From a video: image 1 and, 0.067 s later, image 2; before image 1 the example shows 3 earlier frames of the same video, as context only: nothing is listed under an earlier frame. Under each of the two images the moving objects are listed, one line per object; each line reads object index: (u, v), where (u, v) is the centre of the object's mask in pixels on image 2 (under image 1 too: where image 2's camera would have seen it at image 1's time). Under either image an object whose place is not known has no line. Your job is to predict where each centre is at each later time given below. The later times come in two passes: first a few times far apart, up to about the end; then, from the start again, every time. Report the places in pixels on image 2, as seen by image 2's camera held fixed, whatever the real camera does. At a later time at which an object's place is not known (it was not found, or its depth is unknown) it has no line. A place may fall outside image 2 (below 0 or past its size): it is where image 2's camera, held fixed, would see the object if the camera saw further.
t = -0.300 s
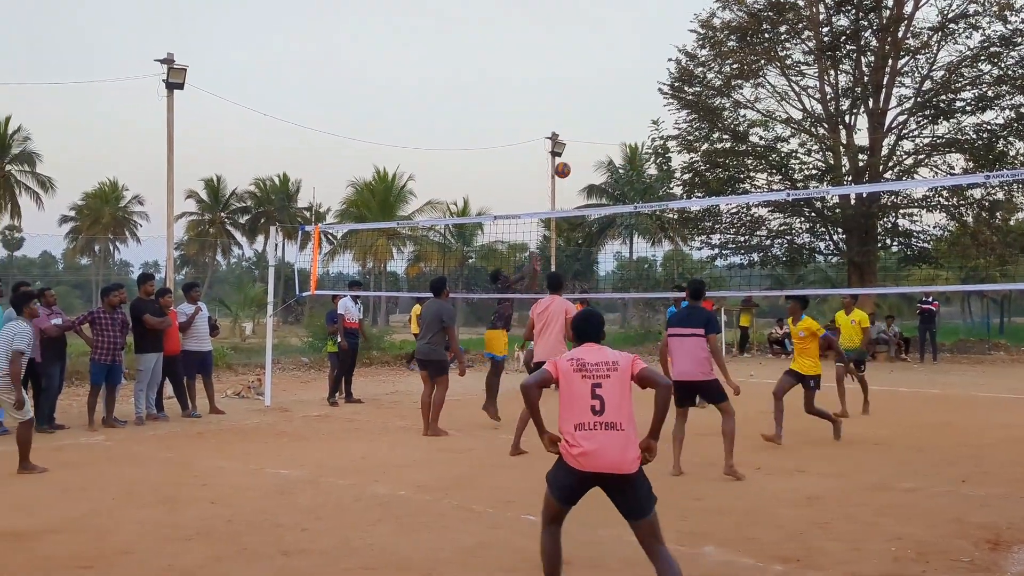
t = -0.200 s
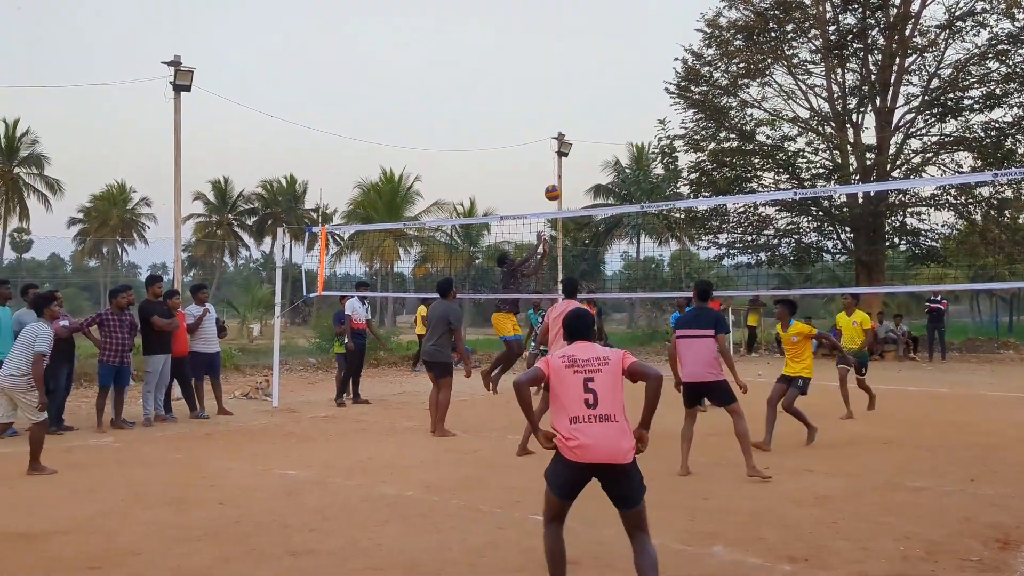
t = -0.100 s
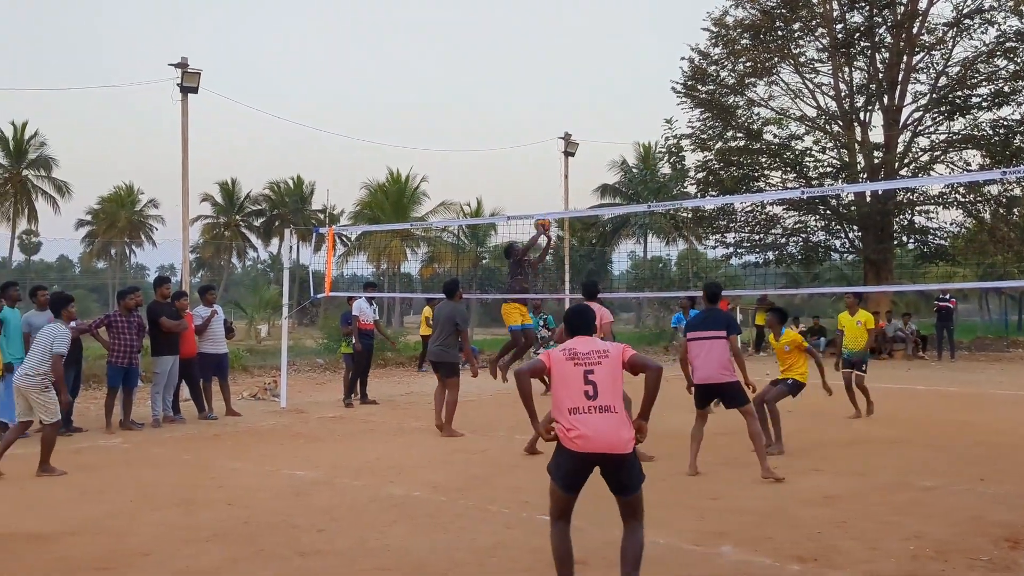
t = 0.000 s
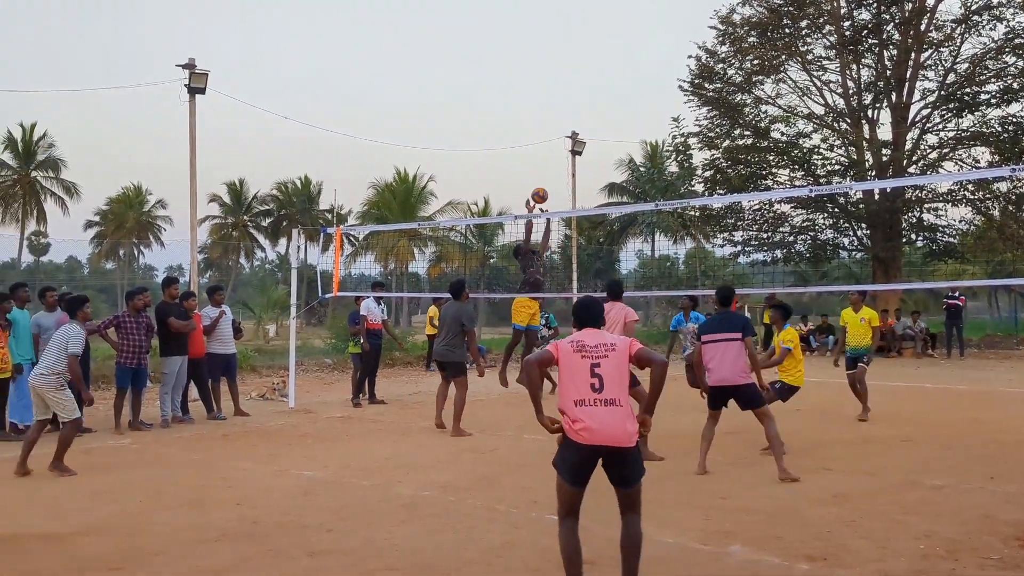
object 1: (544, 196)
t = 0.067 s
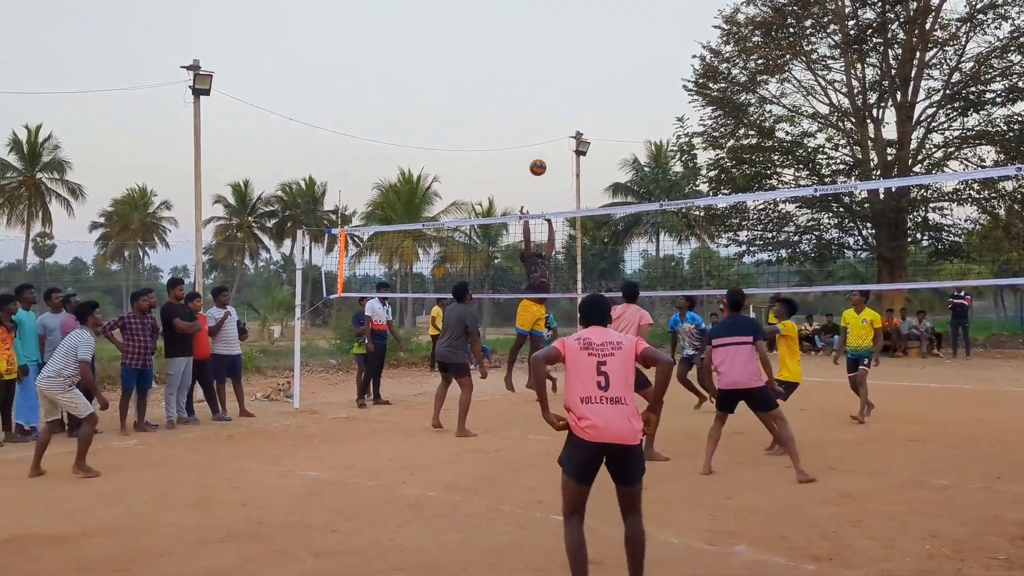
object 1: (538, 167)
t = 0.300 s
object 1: (518, 98)
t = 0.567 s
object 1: (497, 73)
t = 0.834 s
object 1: (476, 103)
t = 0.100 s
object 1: (535, 154)
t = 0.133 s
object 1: (532, 143)
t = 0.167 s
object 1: (529, 132)
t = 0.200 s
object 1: (526, 122)
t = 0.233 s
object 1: (524, 113)
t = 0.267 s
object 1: (521, 105)
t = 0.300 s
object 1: (518, 98)
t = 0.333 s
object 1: (516, 91)
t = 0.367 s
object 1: (513, 86)
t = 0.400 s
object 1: (510, 82)
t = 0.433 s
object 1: (508, 78)
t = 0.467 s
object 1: (505, 75)
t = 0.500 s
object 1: (502, 73)
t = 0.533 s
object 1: (500, 73)
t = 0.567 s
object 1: (497, 73)
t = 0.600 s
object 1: (494, 73)
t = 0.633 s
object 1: (492, 75)
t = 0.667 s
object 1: (489, 78)
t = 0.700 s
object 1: (486, 81)
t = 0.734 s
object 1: (484, 85)
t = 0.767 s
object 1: (481, 90)
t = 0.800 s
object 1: (479, 96)
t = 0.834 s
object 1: (476, 103)
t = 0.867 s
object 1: (474, 110)
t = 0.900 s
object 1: (471, 118)
